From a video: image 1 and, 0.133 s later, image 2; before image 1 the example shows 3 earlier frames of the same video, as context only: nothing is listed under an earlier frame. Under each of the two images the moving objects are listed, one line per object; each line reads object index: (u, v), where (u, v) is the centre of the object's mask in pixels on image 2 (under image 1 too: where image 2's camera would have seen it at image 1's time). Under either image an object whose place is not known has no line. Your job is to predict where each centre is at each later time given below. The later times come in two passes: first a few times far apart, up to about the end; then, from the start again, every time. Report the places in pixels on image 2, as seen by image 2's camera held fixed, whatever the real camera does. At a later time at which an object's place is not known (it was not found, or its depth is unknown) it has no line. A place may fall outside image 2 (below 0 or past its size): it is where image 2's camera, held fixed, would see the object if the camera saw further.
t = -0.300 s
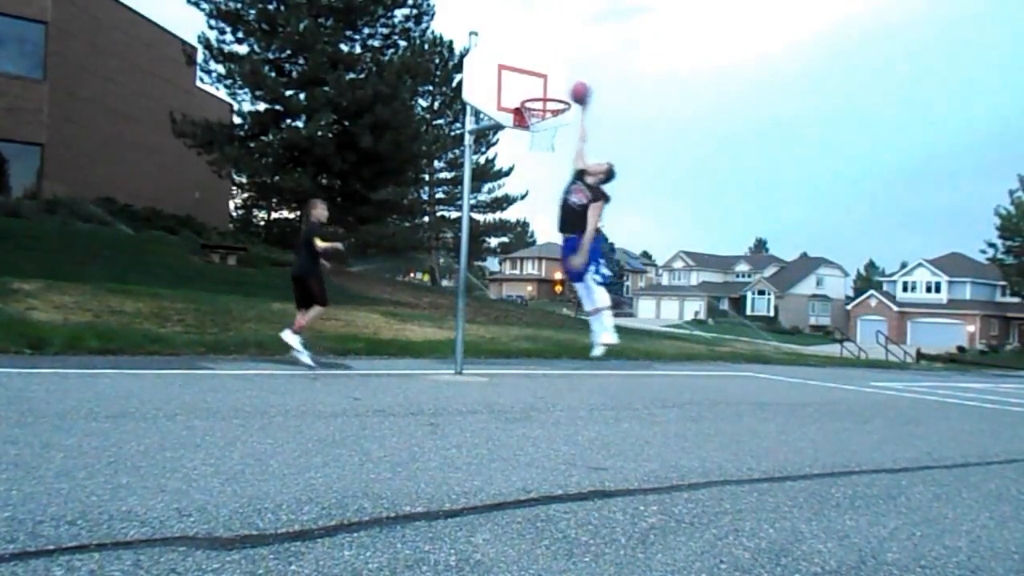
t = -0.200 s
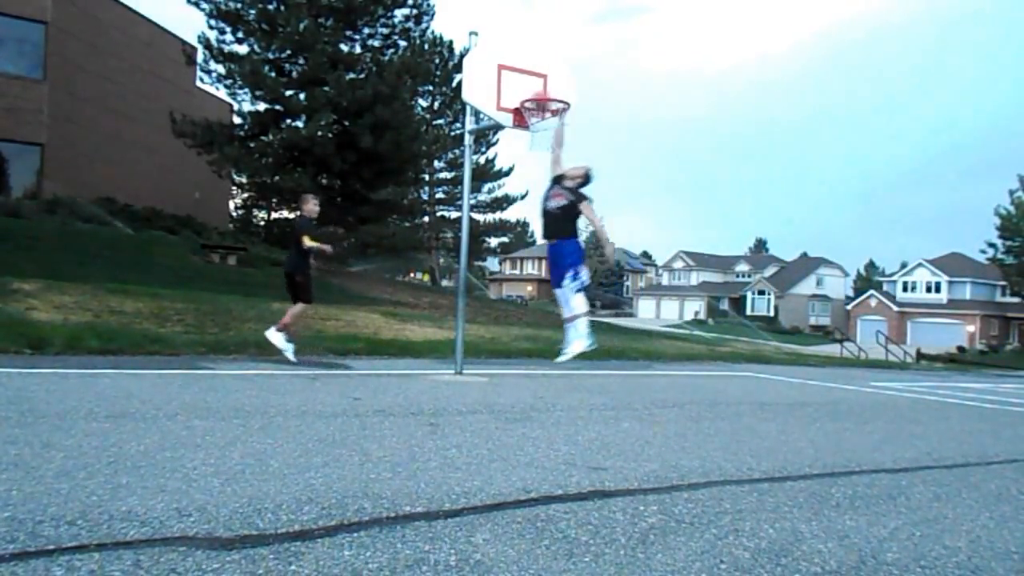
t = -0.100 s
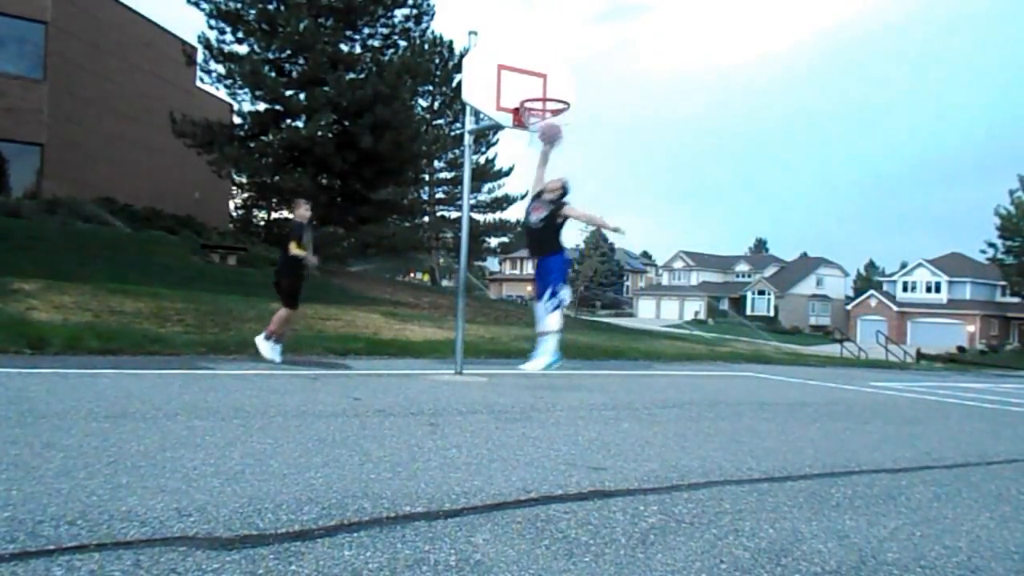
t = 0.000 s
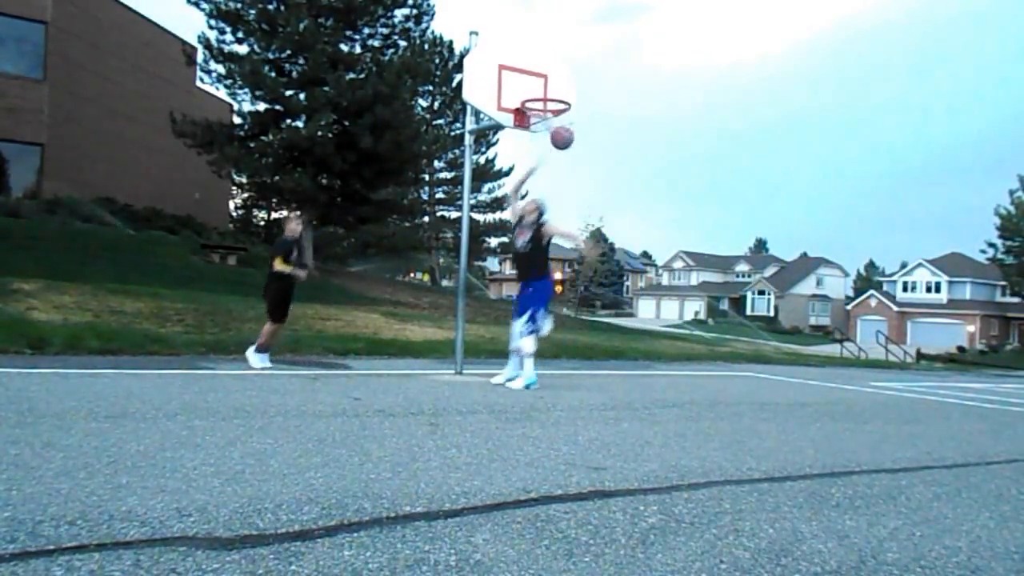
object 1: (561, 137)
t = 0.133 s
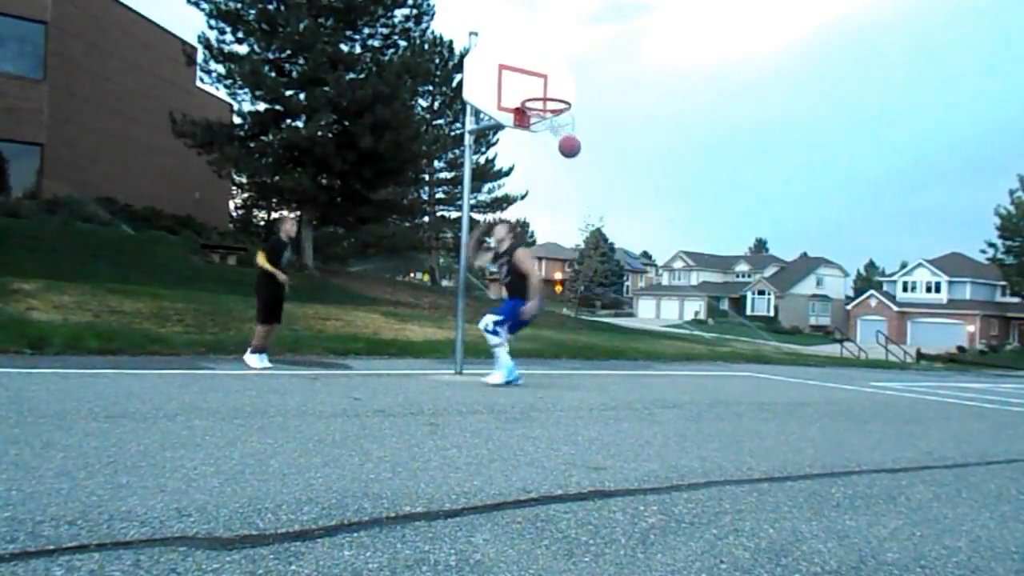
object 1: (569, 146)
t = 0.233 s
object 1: (575, 165)
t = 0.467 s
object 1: (586, 243)
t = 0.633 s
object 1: (592, 331)
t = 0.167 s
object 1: (571, 151)
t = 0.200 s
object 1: (573, 157)
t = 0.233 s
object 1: (575, 165)
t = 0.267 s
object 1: (576, 173)
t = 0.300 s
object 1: (578, 182)
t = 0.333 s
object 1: (580, 193)
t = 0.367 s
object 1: (582, 204)
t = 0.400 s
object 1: (583, 217)
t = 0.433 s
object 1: (584, 227)
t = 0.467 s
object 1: (586, 243)
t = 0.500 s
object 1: (588, 253)
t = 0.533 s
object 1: (589, 270)
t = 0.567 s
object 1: (590, 291)
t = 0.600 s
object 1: (591, 306)
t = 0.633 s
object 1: (592, 331)
